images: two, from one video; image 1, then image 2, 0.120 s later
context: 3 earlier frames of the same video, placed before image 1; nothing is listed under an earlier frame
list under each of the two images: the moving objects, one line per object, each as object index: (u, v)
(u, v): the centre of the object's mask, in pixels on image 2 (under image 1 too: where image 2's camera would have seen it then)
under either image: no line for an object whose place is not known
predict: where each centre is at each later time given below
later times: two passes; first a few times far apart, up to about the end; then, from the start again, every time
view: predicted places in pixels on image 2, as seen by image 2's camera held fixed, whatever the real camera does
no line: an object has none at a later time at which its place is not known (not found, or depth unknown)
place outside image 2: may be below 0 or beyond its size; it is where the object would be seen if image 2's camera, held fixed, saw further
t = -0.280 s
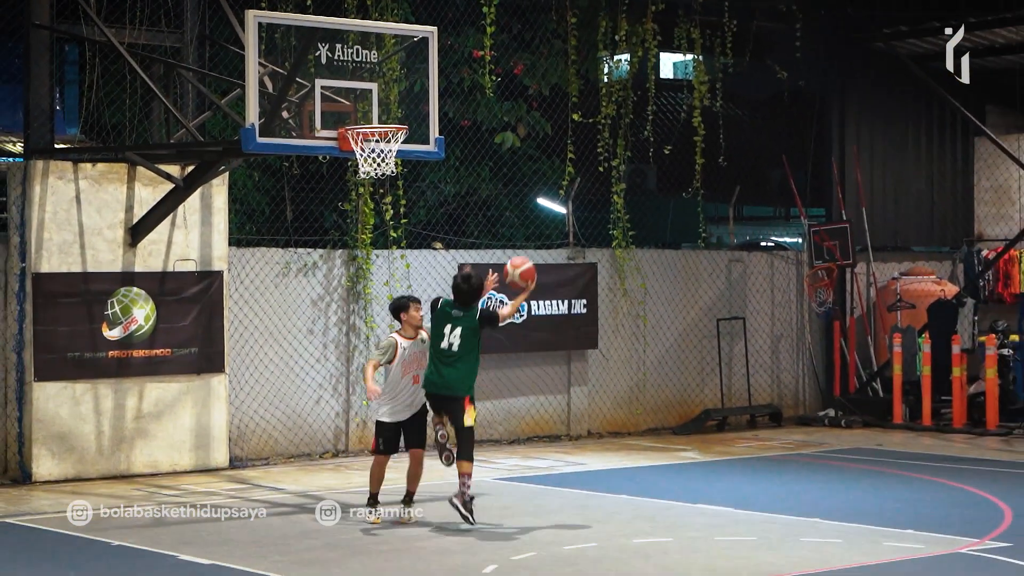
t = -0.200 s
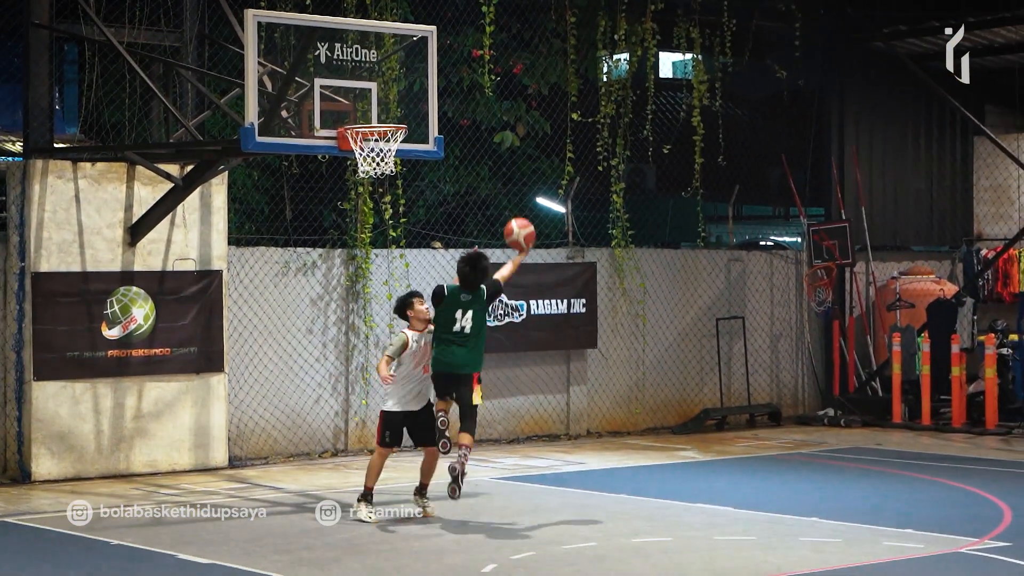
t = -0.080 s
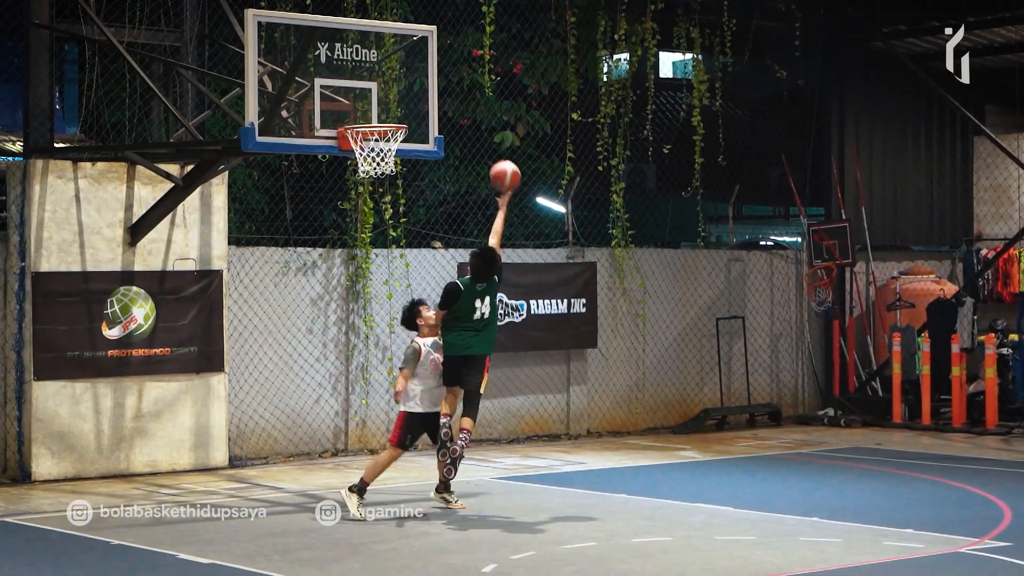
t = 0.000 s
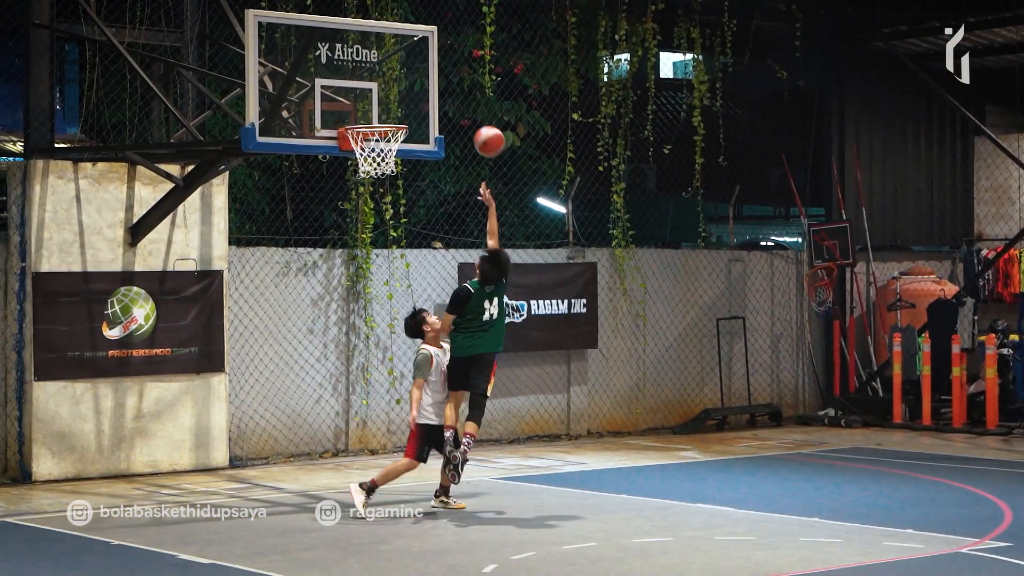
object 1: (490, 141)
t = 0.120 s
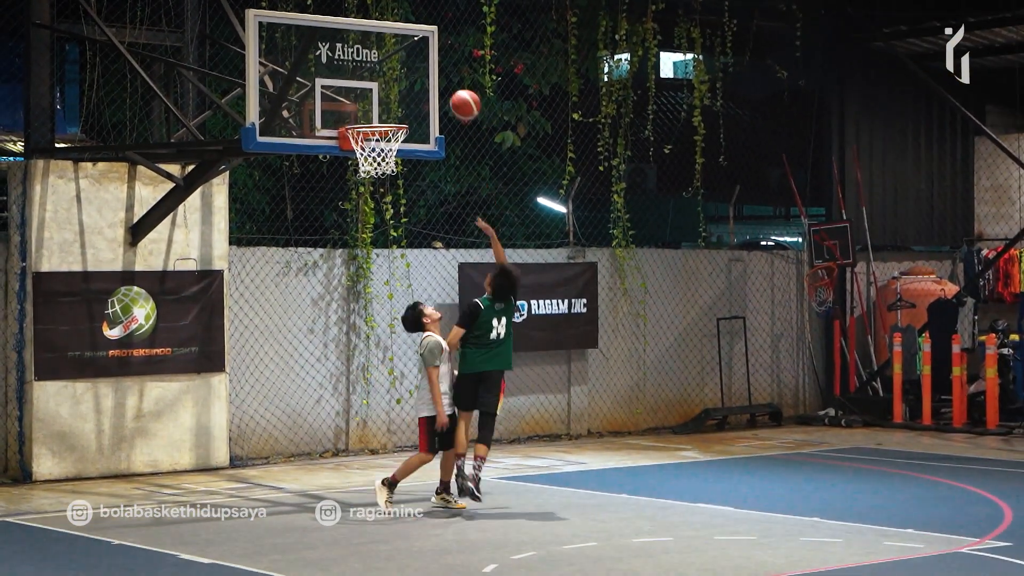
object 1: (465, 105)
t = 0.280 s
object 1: (433, 84)
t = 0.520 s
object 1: (392, 108)
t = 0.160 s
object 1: (457, 97)
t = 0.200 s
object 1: (449, 91)
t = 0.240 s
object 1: (441, 87)
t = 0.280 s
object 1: (433, 84)
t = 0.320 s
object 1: (425, 84)
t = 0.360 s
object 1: (417, 86)
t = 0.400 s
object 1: (410, 89)
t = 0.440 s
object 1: (402, 95)
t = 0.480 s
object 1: (395, 102)
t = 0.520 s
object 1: (392, 108)
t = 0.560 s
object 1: (395, 112)
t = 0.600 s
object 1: (398, 117)
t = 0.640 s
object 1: (408, 120)
